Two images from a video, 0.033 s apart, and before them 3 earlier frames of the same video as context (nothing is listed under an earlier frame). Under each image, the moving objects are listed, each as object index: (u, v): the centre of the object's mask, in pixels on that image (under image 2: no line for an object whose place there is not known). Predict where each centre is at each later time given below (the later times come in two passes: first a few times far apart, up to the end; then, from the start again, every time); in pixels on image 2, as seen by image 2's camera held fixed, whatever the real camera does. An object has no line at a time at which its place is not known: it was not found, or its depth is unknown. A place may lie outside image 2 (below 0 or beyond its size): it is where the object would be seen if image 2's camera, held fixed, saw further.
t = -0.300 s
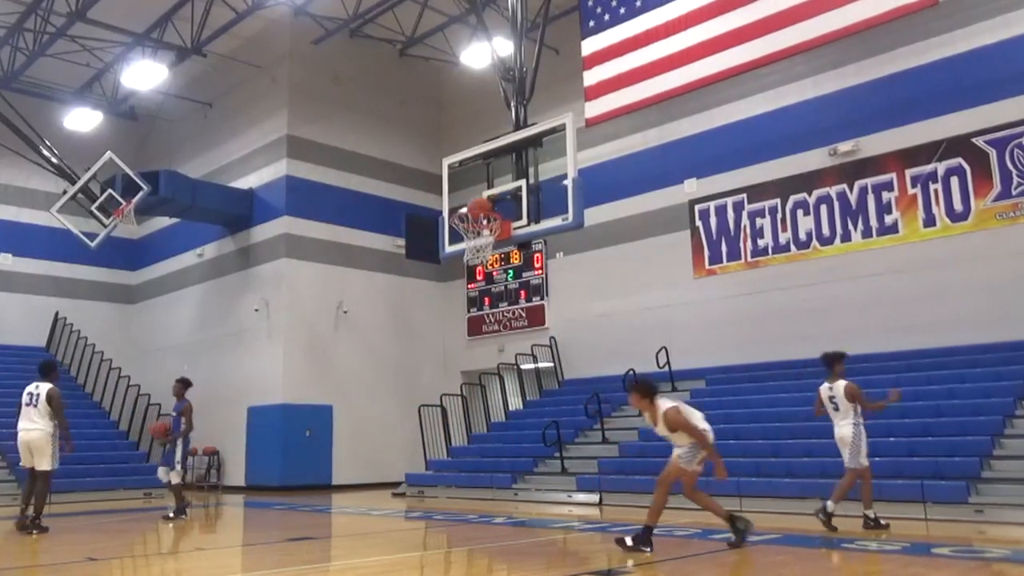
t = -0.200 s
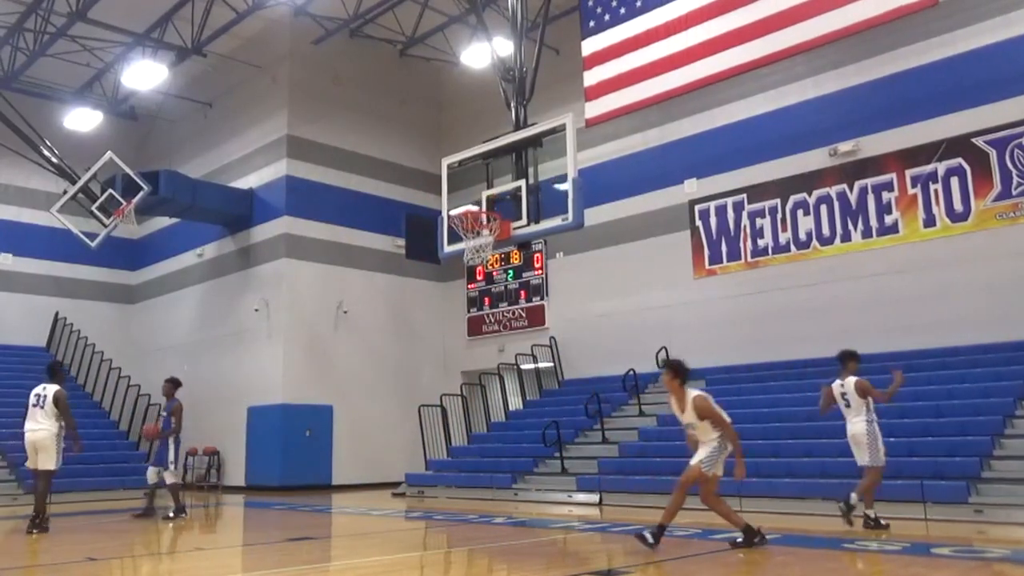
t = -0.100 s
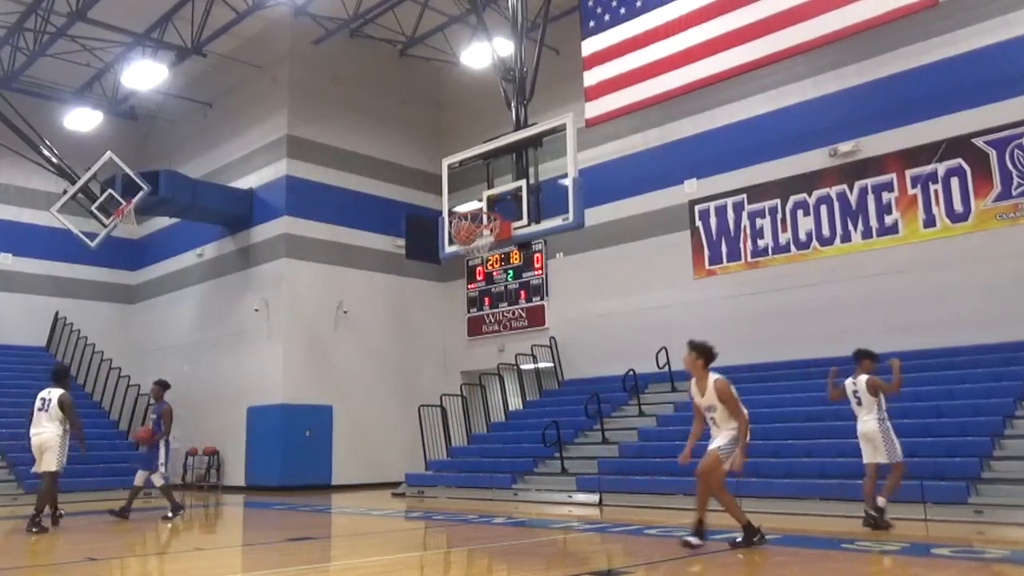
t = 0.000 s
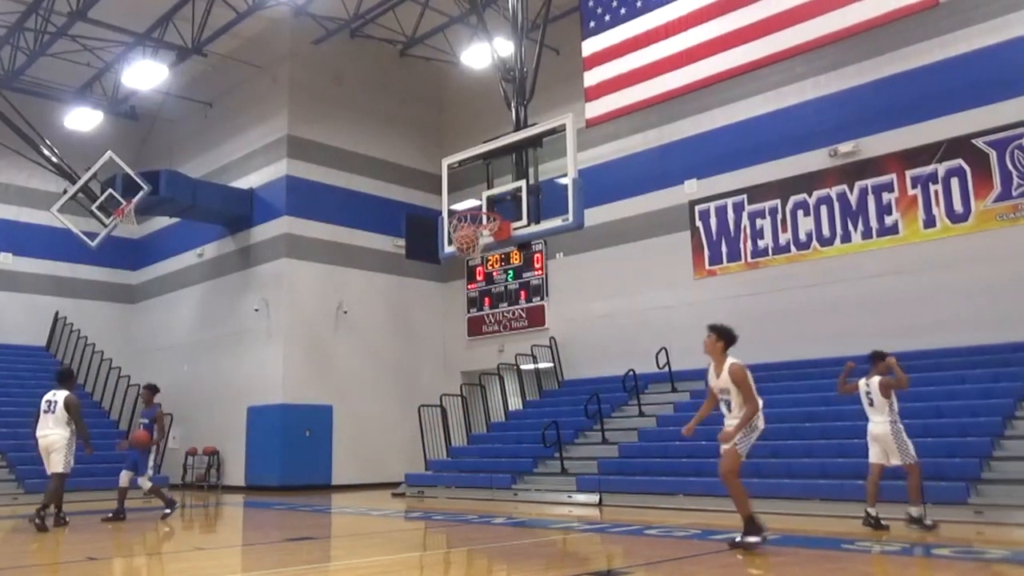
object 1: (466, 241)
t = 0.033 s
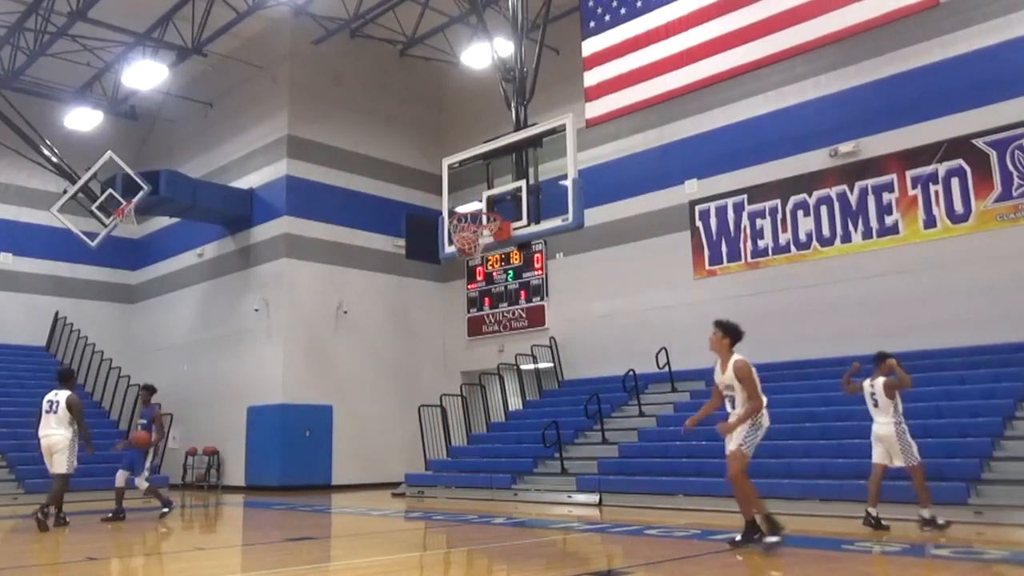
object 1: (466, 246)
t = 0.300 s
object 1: (474, 315)
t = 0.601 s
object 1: (489, 483)
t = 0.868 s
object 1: (502, 434)
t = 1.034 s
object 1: (512, 390)
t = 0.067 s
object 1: (466, 256)
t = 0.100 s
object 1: (469, 262)
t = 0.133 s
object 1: (470, 265)
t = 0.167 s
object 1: (472, 272)
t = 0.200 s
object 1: (472, 281)
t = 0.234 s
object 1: (473, 291)
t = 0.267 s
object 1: (475, 303)
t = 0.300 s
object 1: (474, 315)
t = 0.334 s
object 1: (477, 329)
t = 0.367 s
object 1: (479, 345)
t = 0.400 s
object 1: (480, 361)
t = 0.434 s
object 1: (482, 377)
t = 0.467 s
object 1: (483, 397)
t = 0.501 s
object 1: (486, 417)
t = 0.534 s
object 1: (486, 437)
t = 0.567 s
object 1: (488, 460)
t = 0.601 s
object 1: (489, 483)
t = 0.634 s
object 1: (491, 509)
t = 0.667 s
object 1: (492, 531)
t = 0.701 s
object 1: (494, 511)
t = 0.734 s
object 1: (496, 492)
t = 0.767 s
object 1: (497, 476)
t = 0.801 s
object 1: (499, 461)
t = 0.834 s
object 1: (500, 447)
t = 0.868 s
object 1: (502, 434)
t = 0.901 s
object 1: (504, 423)
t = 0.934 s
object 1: (506, 414)
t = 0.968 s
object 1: (508, 405)
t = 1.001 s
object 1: (508, 397)
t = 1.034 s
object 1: (512, 390)
